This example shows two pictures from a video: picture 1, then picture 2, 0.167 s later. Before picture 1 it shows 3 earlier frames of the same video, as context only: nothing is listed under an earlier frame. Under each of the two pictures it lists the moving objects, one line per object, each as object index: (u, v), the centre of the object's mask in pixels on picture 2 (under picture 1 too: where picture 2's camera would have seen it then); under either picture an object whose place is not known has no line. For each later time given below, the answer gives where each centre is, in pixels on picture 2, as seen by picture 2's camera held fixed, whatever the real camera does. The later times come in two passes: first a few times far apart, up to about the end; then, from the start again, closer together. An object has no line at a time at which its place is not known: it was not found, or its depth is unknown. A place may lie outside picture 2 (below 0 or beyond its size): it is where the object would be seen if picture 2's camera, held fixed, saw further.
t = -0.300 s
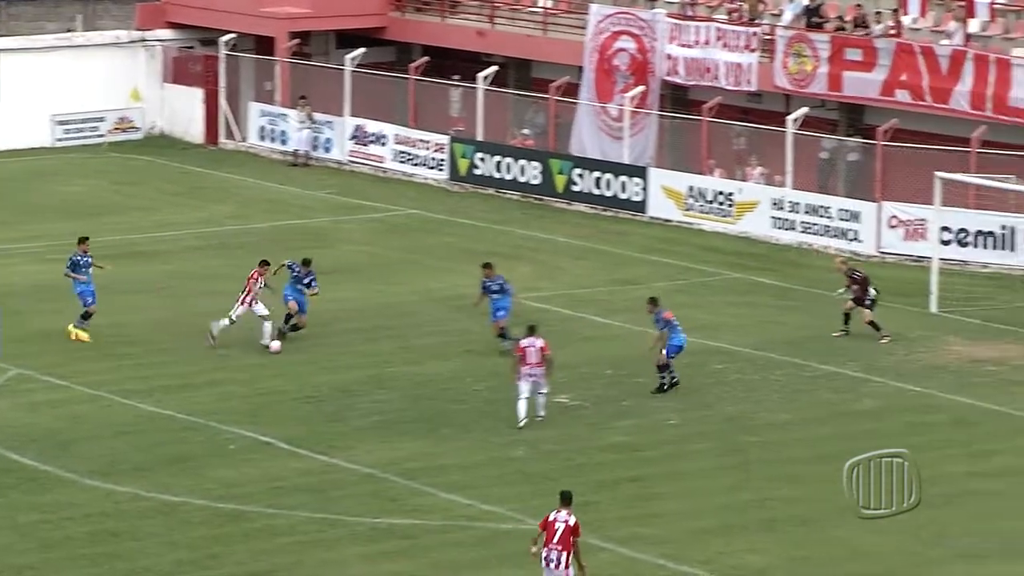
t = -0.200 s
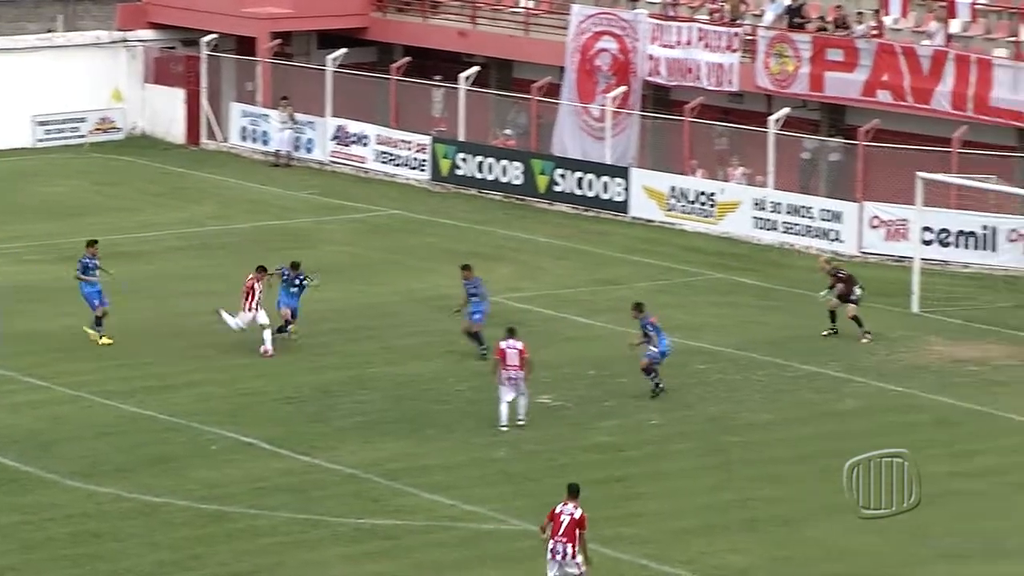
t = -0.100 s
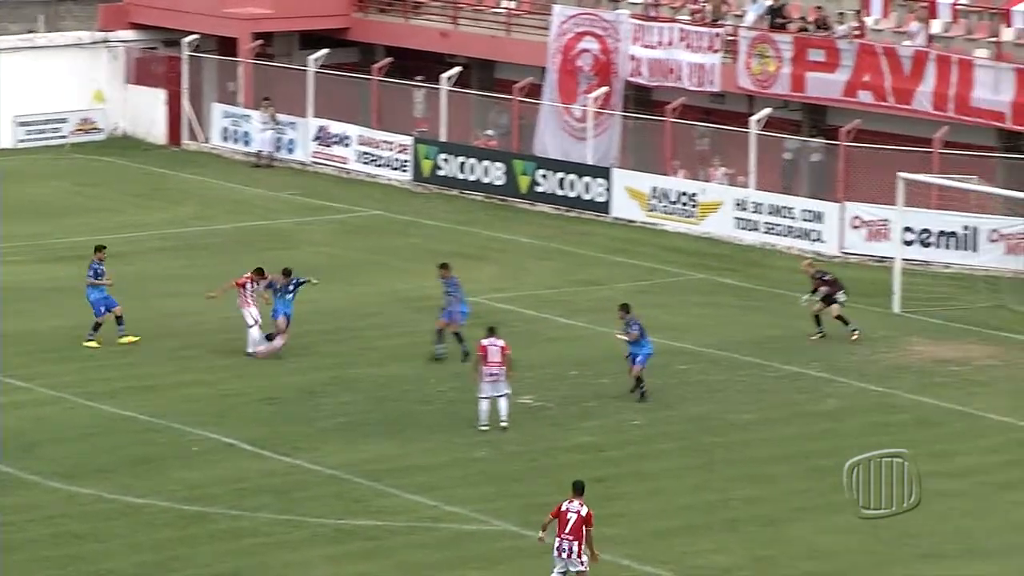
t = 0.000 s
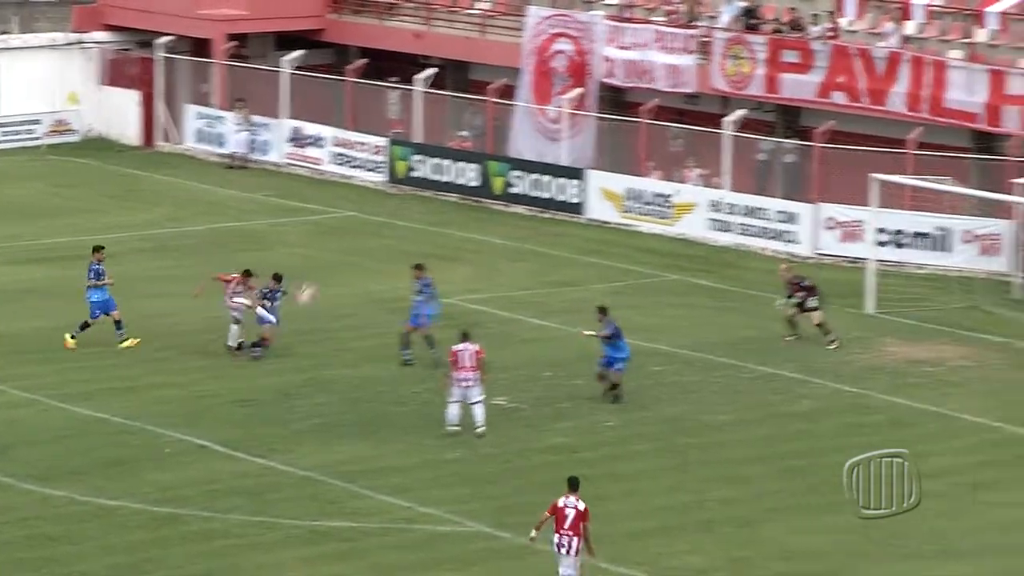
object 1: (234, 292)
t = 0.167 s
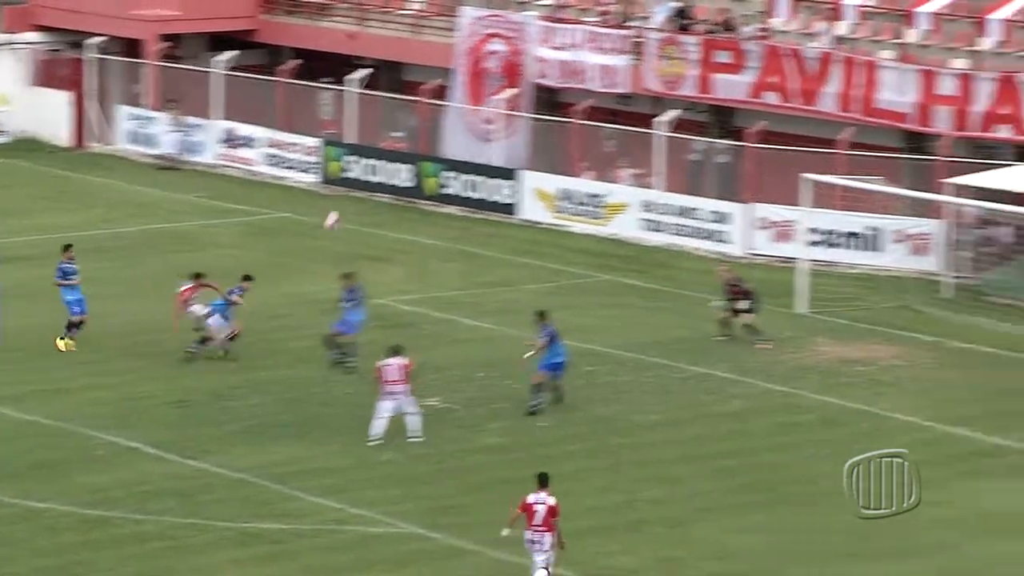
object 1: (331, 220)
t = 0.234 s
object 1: (370, 195)
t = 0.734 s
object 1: (650, 109)
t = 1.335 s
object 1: (974, 220)
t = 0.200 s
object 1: (350, 208)
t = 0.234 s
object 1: (370, 195)
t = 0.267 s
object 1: (388, 188)
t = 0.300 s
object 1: (407, 177)
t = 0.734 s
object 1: (650, 109)
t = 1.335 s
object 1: (974, 220)
